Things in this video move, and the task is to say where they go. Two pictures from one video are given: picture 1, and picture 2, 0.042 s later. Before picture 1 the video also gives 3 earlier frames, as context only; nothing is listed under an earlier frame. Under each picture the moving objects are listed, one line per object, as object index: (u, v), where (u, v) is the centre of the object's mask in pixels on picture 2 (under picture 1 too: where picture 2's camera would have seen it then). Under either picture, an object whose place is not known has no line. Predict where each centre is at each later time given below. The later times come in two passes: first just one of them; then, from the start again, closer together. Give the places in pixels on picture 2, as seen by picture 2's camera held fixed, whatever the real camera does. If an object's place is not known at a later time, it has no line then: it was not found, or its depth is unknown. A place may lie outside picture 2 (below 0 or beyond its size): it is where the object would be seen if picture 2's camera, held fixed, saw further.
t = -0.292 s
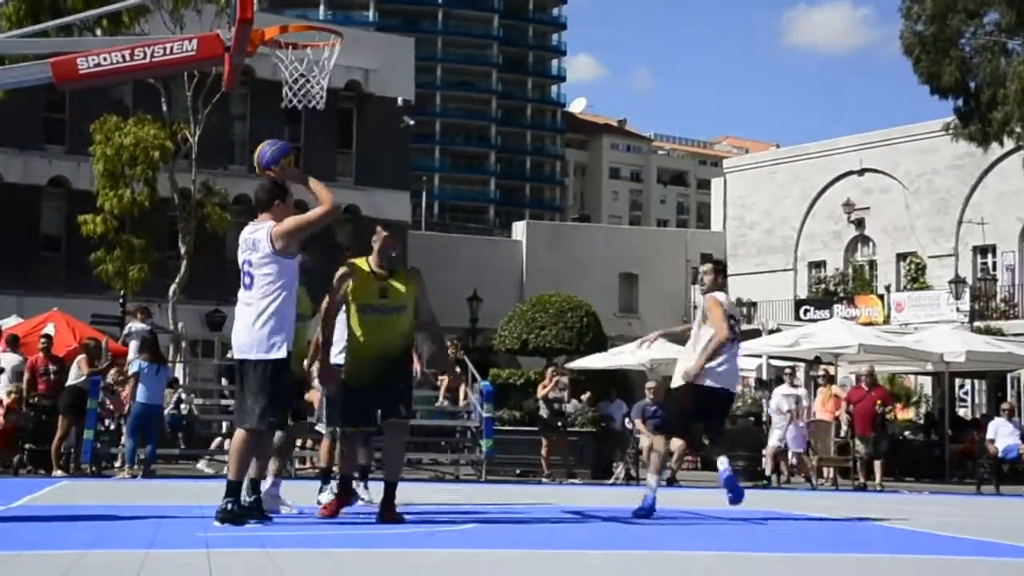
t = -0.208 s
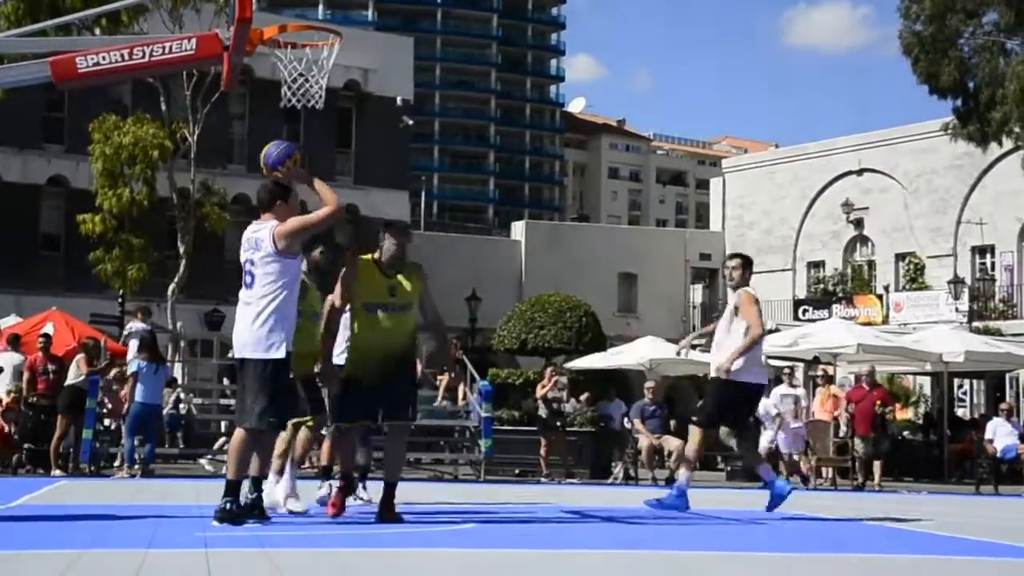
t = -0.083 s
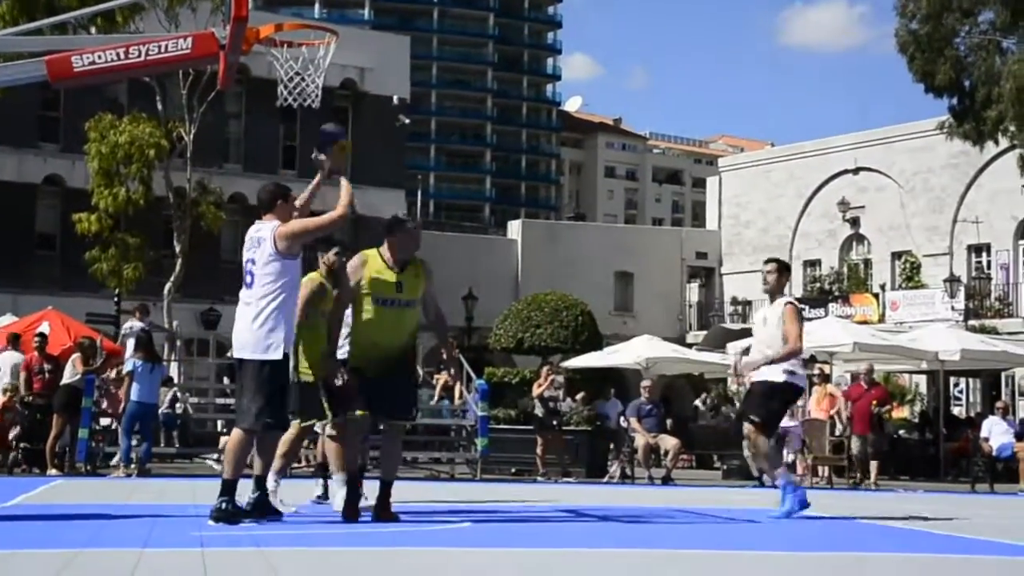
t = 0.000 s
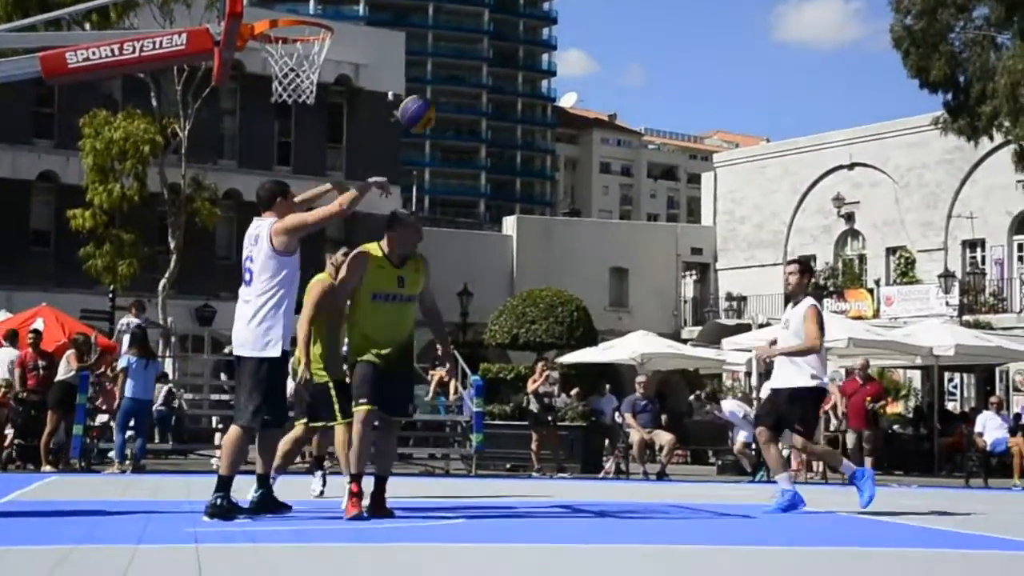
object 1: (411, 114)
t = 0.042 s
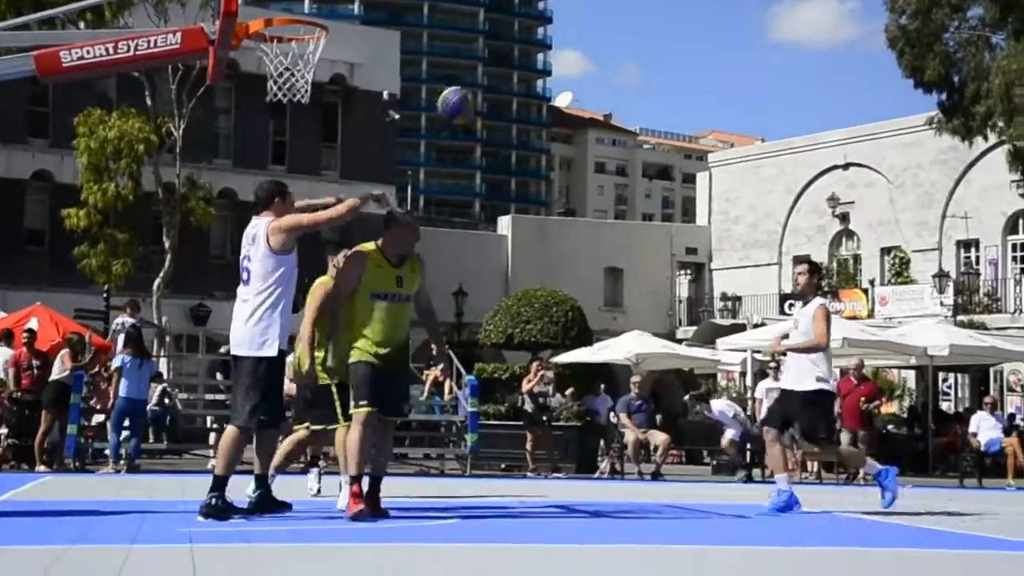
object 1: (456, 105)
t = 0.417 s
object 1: (810, 147)
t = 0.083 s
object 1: (498, 99)
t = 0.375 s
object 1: (778, 134)
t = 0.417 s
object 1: (810, 147)
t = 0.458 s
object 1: (842, 161)
